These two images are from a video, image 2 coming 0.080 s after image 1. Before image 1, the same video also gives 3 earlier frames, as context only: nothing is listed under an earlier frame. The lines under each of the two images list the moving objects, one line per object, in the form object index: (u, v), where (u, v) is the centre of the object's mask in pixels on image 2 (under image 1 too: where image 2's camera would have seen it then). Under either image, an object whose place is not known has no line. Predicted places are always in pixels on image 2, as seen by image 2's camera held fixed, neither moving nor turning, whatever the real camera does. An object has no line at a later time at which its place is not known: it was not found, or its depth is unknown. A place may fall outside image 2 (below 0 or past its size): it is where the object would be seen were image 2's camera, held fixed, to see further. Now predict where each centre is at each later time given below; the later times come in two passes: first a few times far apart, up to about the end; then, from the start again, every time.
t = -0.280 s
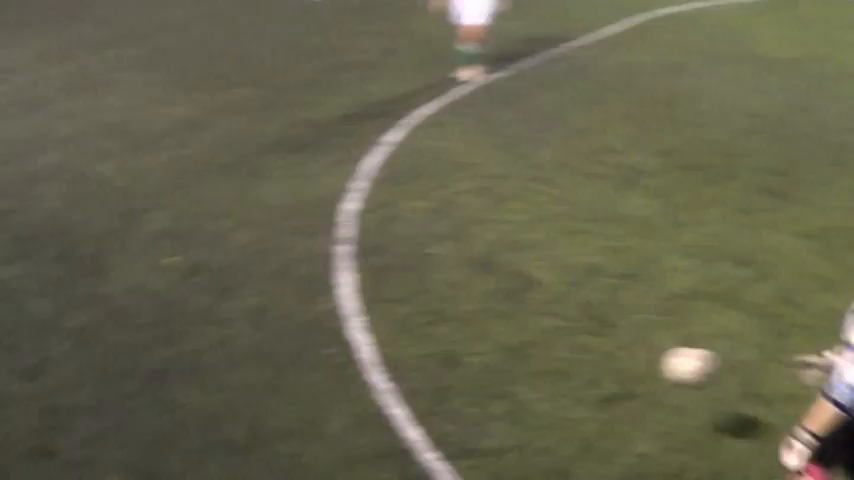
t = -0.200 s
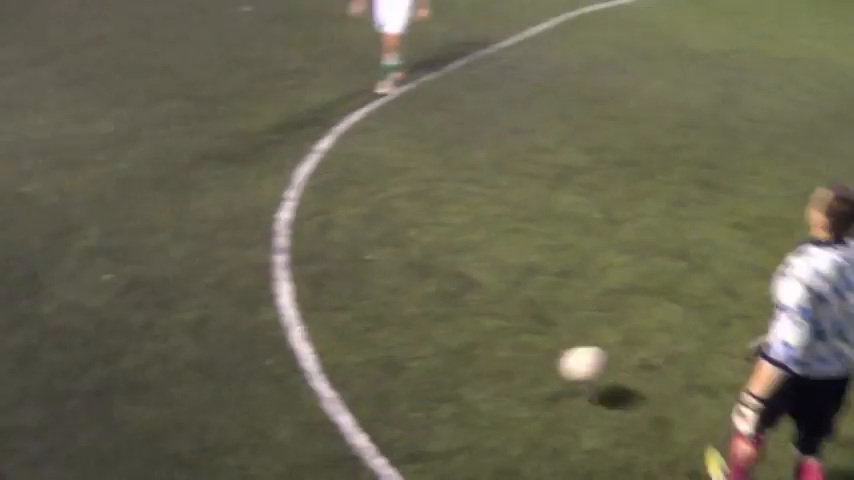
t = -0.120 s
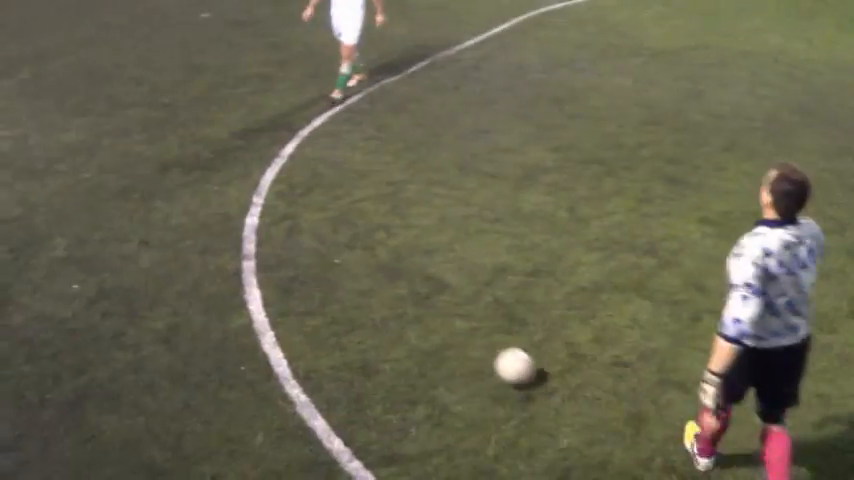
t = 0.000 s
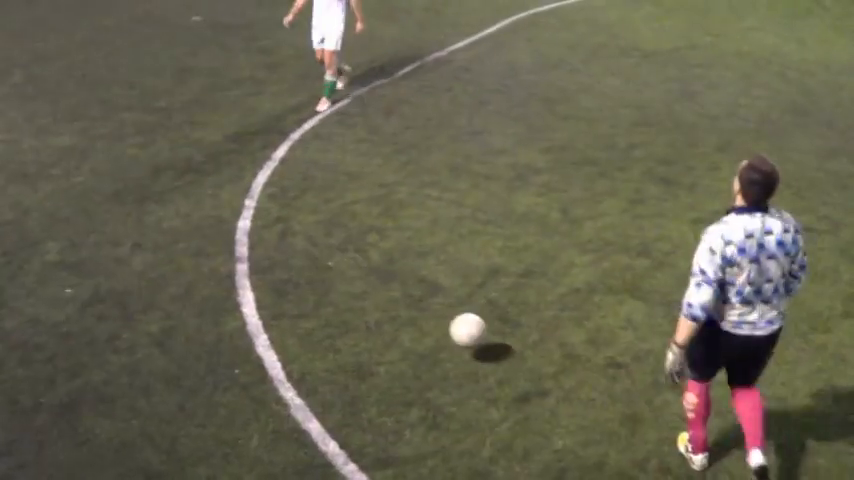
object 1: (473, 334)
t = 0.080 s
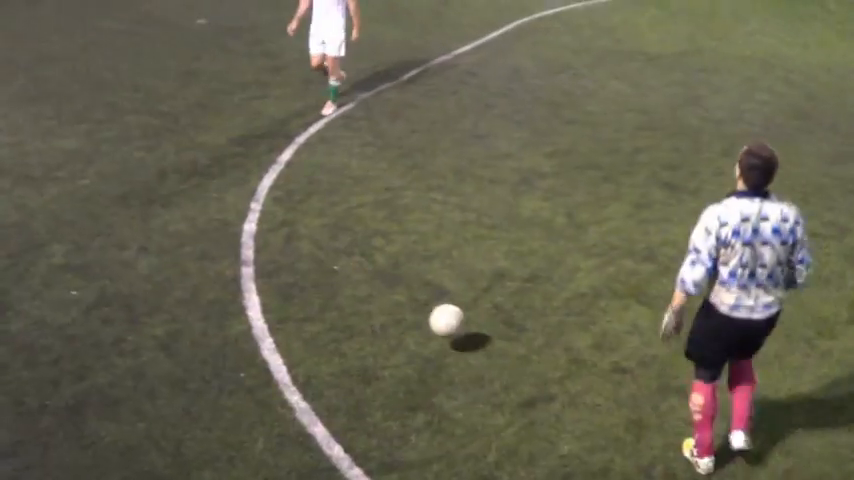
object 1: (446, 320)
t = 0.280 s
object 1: (387, 302)
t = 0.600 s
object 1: (307, 259)
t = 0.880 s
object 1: (249, 228)
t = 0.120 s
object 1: (434, 317)
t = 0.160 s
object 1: (422, 316)
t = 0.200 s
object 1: (410, 316)
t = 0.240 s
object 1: (399, 308)
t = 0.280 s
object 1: (387, 302)
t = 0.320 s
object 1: (375, 297)
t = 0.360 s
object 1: (365, 291)
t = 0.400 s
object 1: (355, 285)
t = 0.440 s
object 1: (345, 280)
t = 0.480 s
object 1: (335, 275)
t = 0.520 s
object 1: (325, 270)
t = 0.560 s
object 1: (316, 264)
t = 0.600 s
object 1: (307, 259)
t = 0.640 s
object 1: (298, 255)
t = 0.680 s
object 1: (289, 250)
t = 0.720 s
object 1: (280, 245)
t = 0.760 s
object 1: (271, 241)
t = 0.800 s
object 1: (264, 236)
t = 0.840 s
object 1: (256, 232)
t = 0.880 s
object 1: (249, 228)
